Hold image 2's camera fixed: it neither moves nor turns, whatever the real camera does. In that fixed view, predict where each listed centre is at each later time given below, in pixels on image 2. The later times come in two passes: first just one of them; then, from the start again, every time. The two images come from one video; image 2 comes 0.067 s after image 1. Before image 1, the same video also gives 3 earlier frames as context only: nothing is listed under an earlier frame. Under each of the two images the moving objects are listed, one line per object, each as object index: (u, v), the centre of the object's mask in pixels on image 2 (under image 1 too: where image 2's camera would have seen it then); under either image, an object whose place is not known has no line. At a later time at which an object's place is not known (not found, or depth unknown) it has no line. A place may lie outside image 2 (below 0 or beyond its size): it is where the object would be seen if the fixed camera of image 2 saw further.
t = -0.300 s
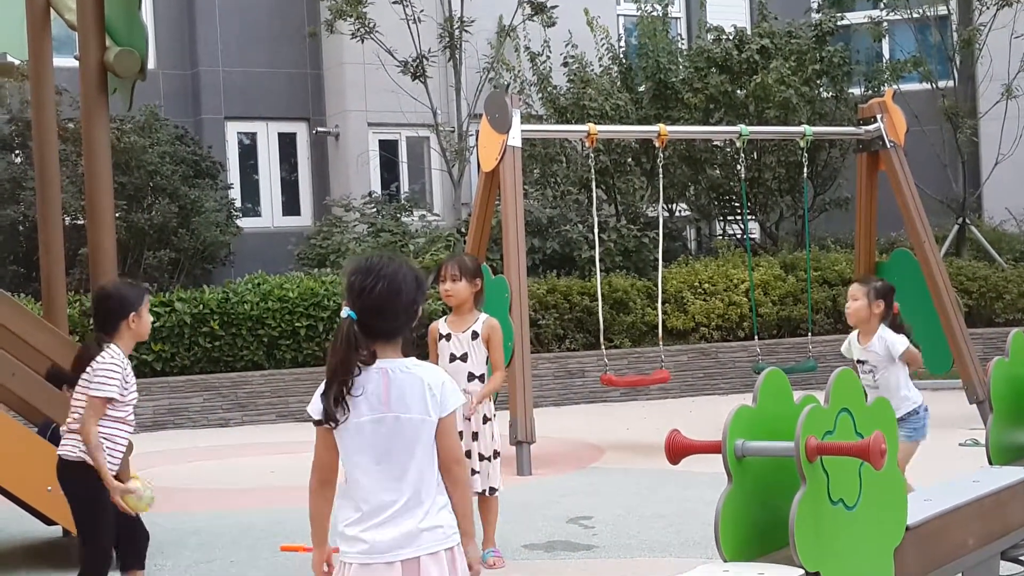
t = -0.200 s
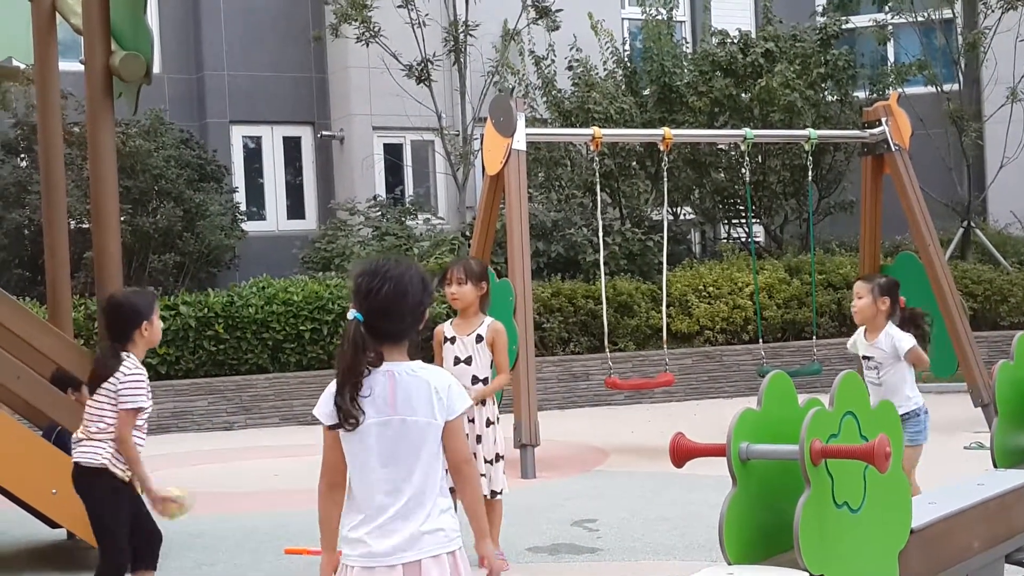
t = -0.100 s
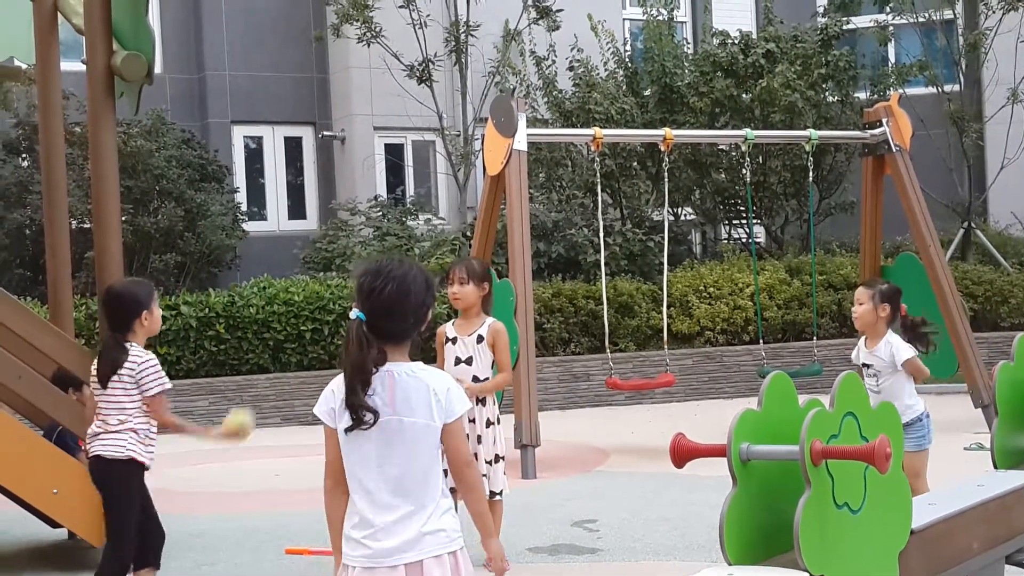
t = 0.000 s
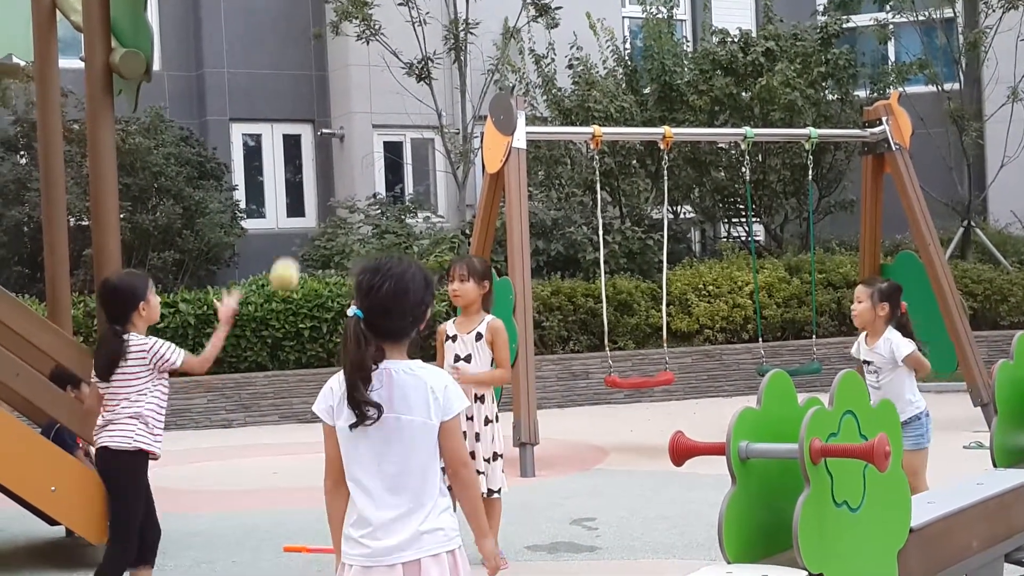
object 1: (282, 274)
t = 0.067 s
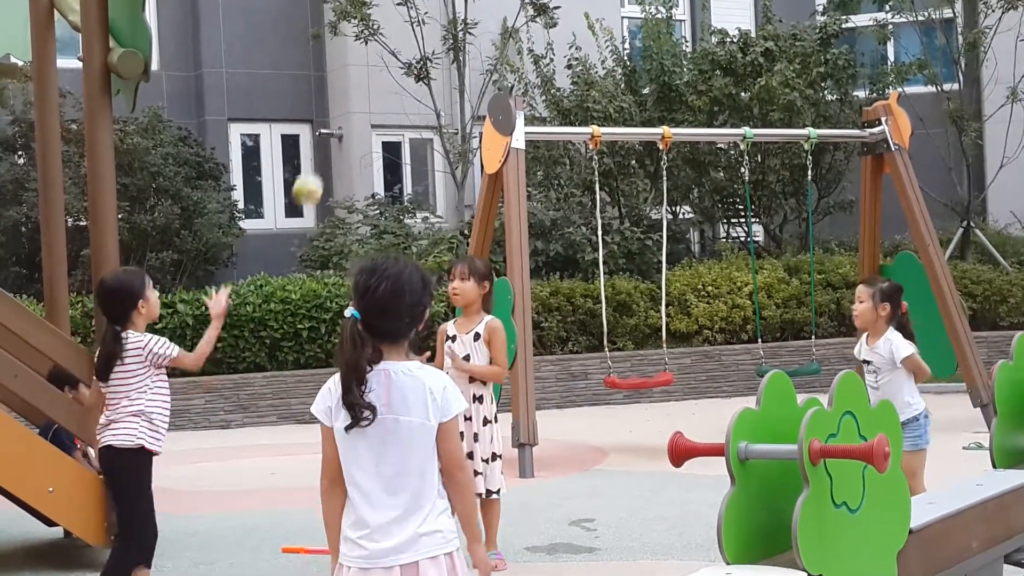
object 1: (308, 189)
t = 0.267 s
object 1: (381, 15)
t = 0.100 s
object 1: (321, 153)
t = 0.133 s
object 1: (332, 117)
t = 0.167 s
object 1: (345, 85)
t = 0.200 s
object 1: (357, 59)
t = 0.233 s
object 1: (370, 35)
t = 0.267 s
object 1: (381, 15)
